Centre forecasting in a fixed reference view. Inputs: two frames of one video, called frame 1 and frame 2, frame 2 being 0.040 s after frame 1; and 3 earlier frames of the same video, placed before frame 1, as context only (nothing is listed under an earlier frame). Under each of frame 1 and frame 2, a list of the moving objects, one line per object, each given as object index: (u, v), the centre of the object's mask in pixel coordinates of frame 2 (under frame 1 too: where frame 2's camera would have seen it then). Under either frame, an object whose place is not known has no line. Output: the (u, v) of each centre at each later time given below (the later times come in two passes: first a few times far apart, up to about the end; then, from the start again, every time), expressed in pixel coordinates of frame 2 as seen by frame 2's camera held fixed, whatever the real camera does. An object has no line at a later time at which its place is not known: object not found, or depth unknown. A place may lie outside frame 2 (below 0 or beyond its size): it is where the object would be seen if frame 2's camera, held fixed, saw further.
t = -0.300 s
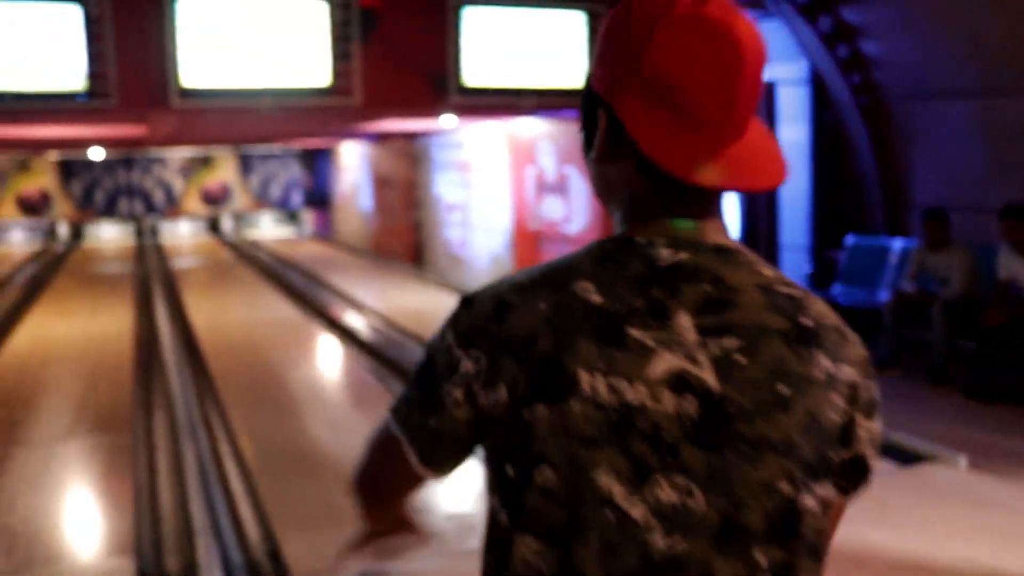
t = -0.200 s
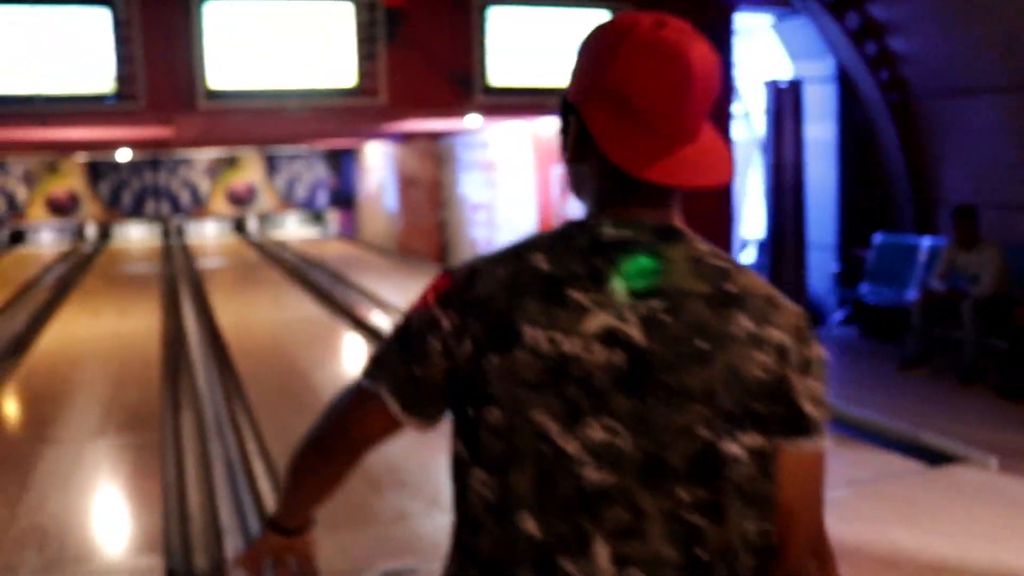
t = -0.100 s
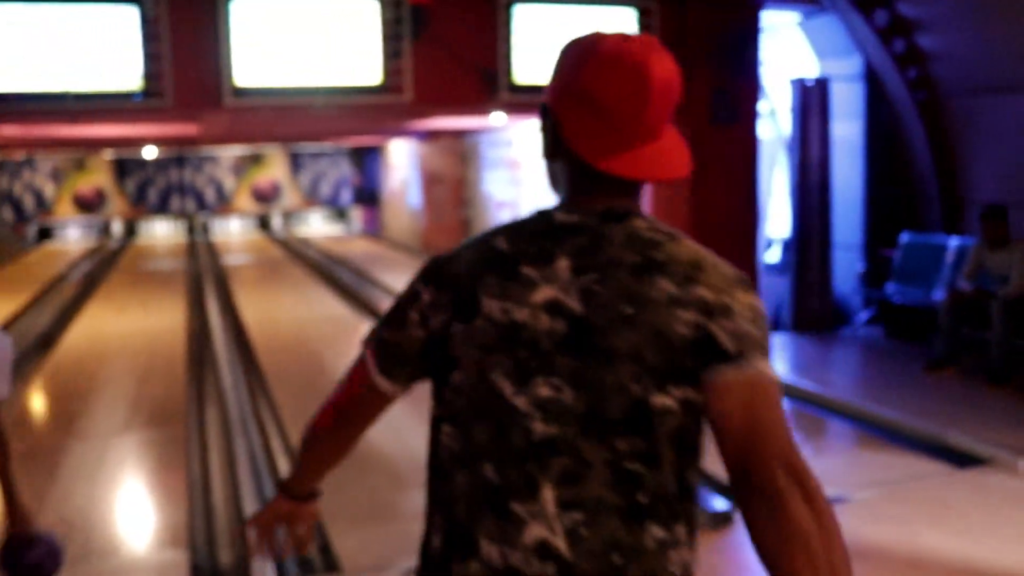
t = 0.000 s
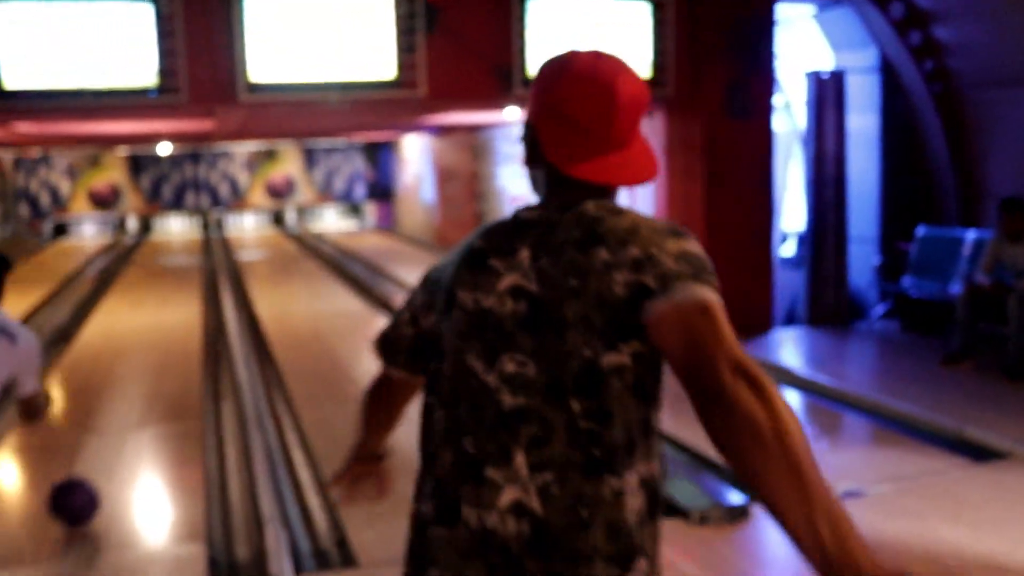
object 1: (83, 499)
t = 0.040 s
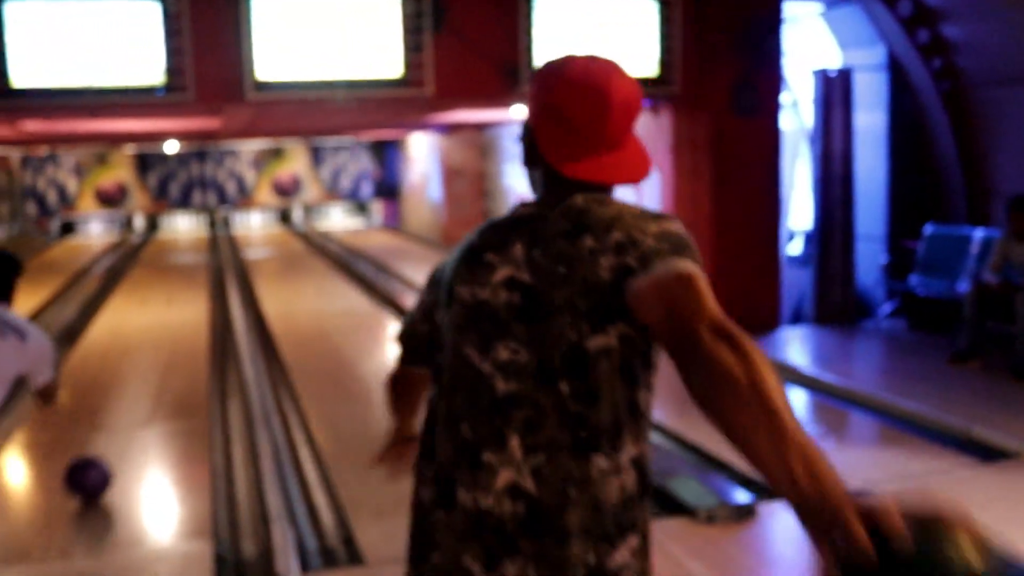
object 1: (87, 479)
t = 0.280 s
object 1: (116, 394)
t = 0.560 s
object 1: (137, 340)
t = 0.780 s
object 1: (148, 312)
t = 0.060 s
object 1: (91, 470)
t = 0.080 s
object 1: (93, 462)
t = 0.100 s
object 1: (97, 452)
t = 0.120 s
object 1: (99, 445)
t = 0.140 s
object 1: (102, 438)
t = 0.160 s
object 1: (104, 431)
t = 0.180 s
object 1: (107, 424)
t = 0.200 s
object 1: (108, 418)
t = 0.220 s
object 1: (110, 411)
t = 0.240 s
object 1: (112, 405)
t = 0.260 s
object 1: (115, 400)
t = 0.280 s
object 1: (116, 394)
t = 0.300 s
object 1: (118, 389)
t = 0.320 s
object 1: (120, 384)
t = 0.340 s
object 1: (122, 381)
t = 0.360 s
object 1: (123, 377)
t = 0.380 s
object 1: (125, 372)
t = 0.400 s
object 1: (127, 369)
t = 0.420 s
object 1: (128, 365)
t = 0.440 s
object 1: (129, 361)
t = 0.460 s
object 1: (131, 357)
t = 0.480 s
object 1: (132, 354)
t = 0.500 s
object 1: (133, 351)
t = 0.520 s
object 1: (135, 347)
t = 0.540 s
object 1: (136, 344)
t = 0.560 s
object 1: (137, 340)
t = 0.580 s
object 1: (138, 338)
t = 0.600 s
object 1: (139, 335)
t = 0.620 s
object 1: (140, 332)
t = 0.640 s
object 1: (141, 331)
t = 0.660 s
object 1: (142, 328)
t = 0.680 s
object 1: (143, 325)
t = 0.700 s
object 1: (144, 322)
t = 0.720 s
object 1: (145, 320)
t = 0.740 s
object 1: (146, 318)
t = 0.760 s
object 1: (147, 315)
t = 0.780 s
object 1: (148, 312)
